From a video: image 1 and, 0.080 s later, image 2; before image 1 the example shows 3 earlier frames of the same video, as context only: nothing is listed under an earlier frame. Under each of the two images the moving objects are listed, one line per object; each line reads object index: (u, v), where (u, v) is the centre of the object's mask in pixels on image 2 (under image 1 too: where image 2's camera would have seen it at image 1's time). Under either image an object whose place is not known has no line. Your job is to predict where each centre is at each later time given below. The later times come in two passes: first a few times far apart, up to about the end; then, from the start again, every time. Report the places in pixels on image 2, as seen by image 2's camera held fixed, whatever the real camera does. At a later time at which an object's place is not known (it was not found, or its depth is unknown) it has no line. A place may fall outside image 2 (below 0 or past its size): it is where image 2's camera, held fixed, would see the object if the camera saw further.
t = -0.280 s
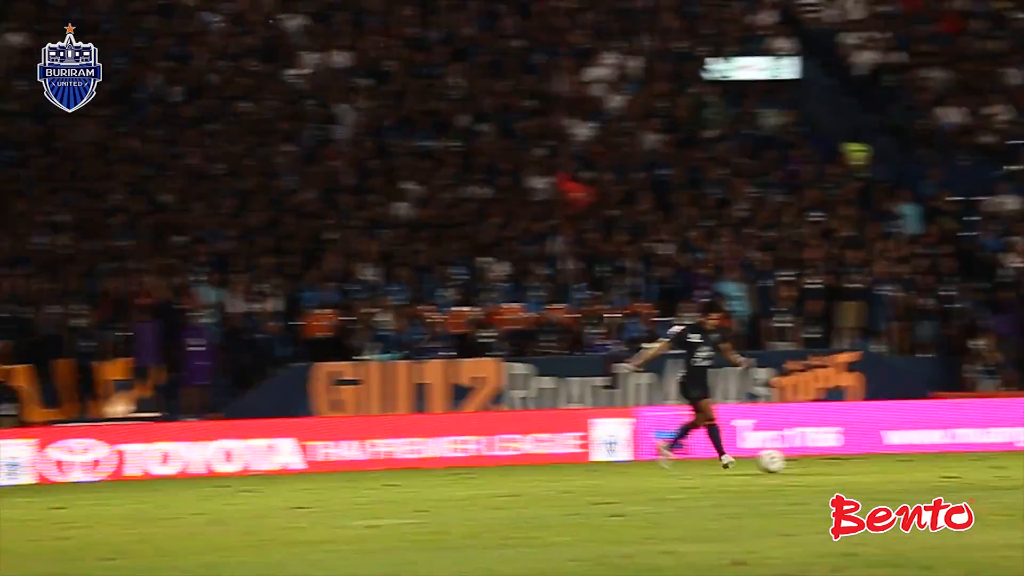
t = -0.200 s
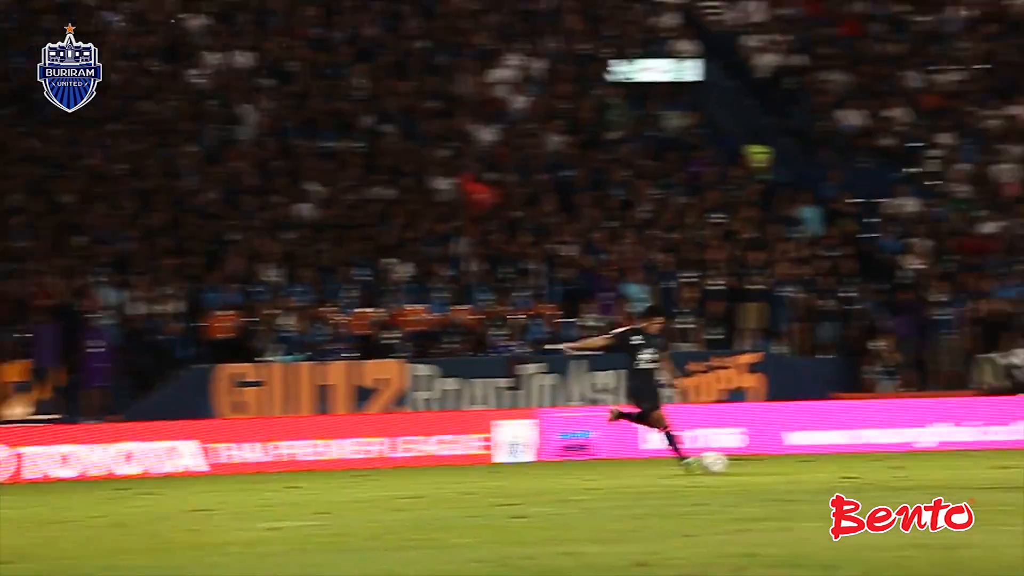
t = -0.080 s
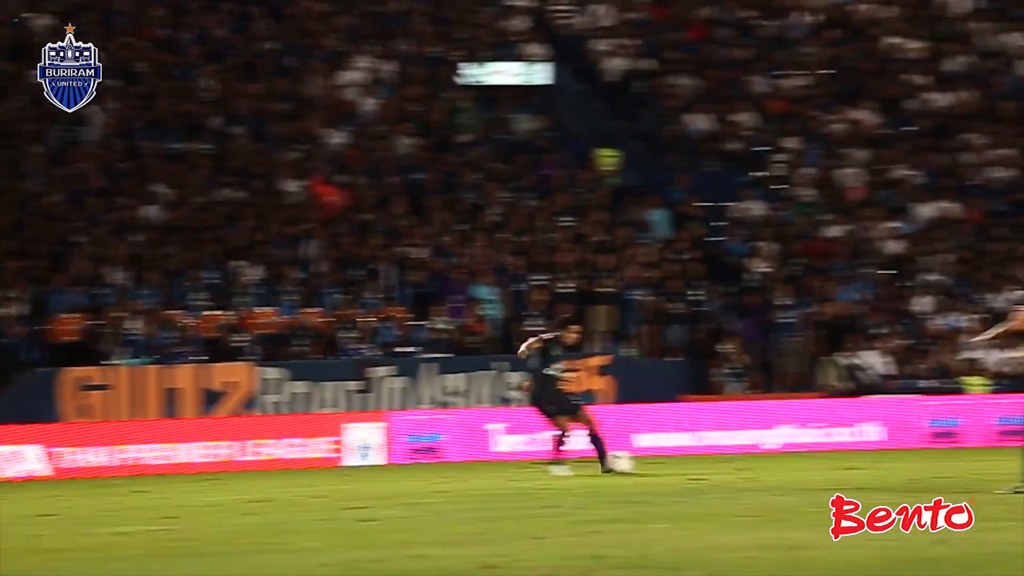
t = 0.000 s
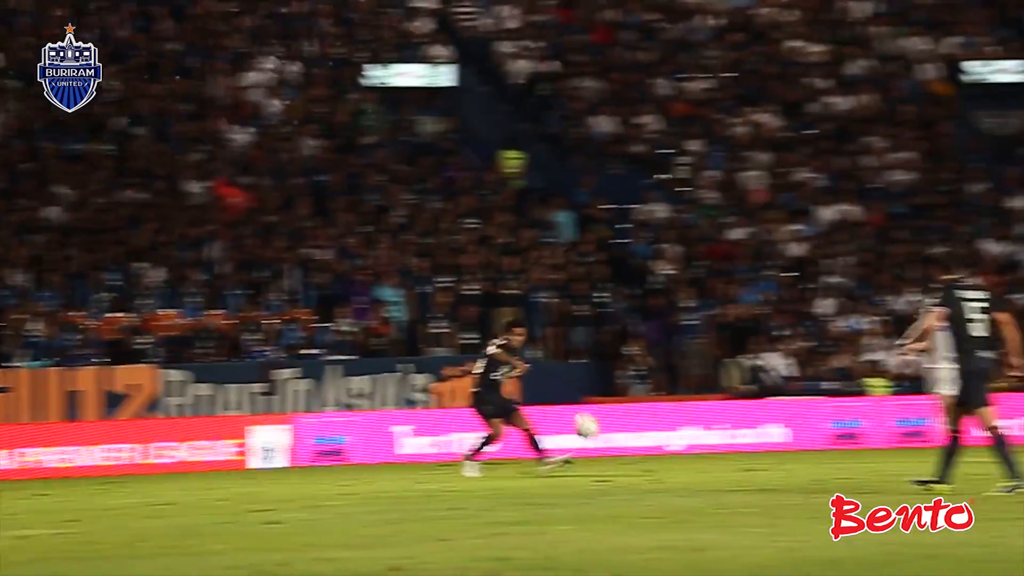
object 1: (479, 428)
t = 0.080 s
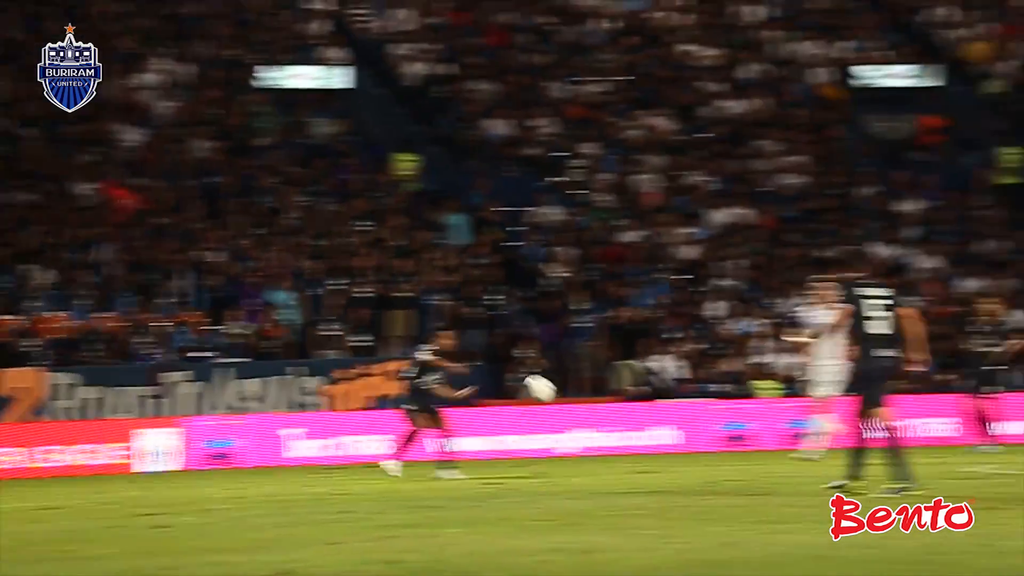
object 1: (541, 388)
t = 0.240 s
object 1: (662, 319)
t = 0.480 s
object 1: (843, 238)
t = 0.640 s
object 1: (965, 214)
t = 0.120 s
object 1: (571, 371)
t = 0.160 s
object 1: (601, 352)
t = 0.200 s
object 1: (631, 336)
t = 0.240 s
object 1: (662, 319)
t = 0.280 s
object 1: (692, 302)
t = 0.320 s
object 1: (721, 287)
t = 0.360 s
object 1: (752, 272)
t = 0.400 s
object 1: (781, 260)
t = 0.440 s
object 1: (812, 248)
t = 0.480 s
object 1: (843, 238)
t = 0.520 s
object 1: (874, 229)
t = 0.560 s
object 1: (904, 223)
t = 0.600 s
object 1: (935, 217)
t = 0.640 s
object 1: (965, 214)
